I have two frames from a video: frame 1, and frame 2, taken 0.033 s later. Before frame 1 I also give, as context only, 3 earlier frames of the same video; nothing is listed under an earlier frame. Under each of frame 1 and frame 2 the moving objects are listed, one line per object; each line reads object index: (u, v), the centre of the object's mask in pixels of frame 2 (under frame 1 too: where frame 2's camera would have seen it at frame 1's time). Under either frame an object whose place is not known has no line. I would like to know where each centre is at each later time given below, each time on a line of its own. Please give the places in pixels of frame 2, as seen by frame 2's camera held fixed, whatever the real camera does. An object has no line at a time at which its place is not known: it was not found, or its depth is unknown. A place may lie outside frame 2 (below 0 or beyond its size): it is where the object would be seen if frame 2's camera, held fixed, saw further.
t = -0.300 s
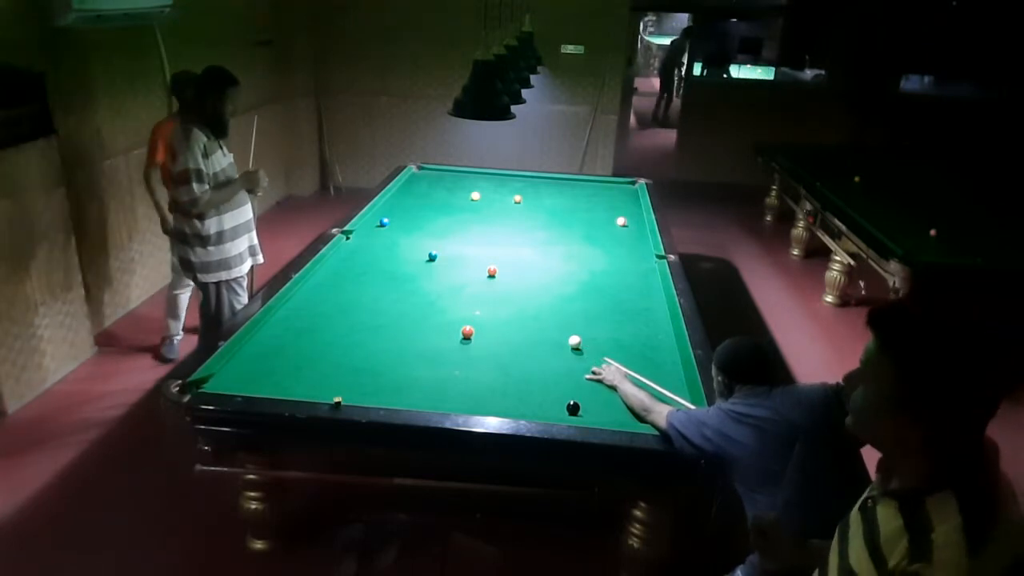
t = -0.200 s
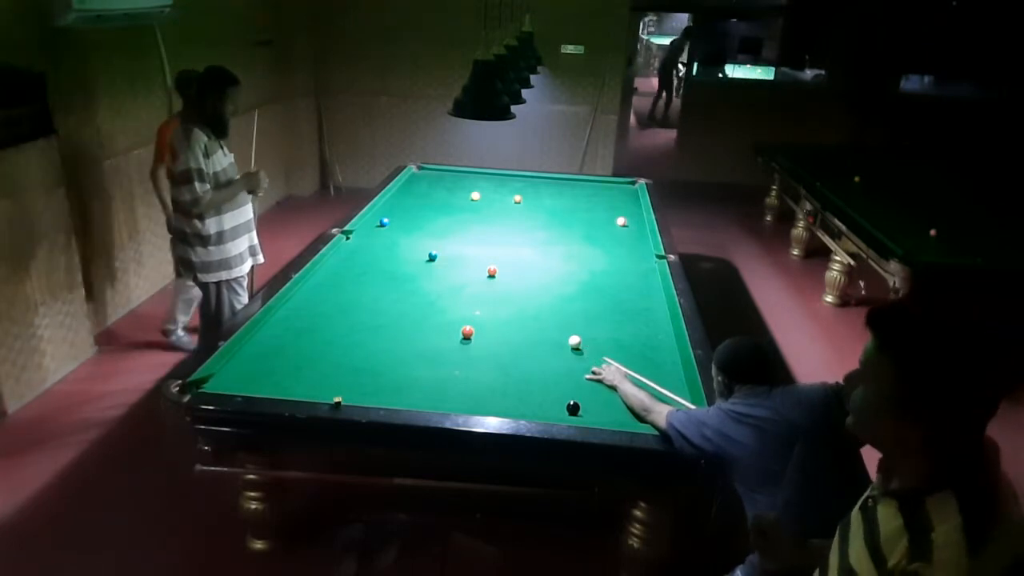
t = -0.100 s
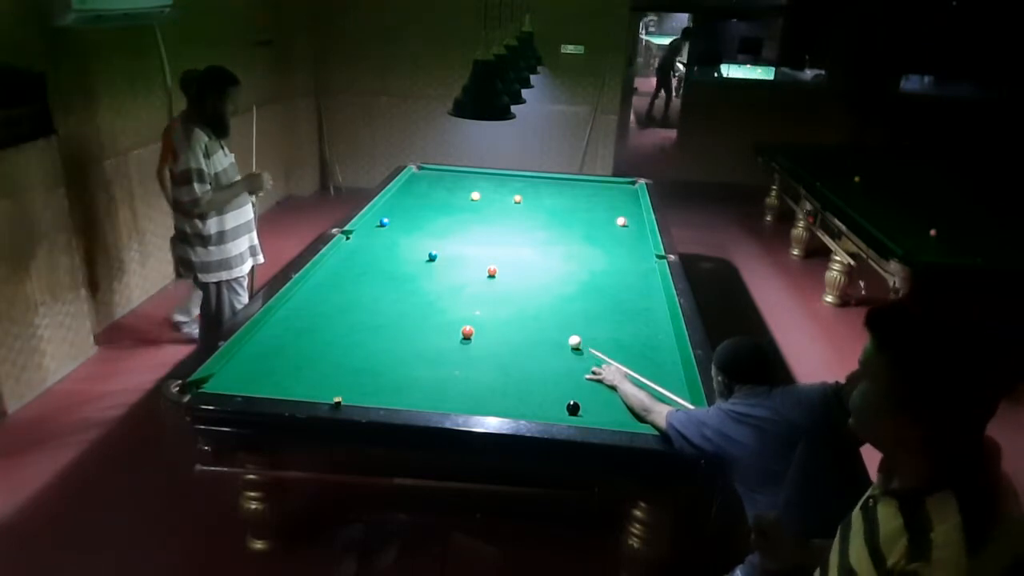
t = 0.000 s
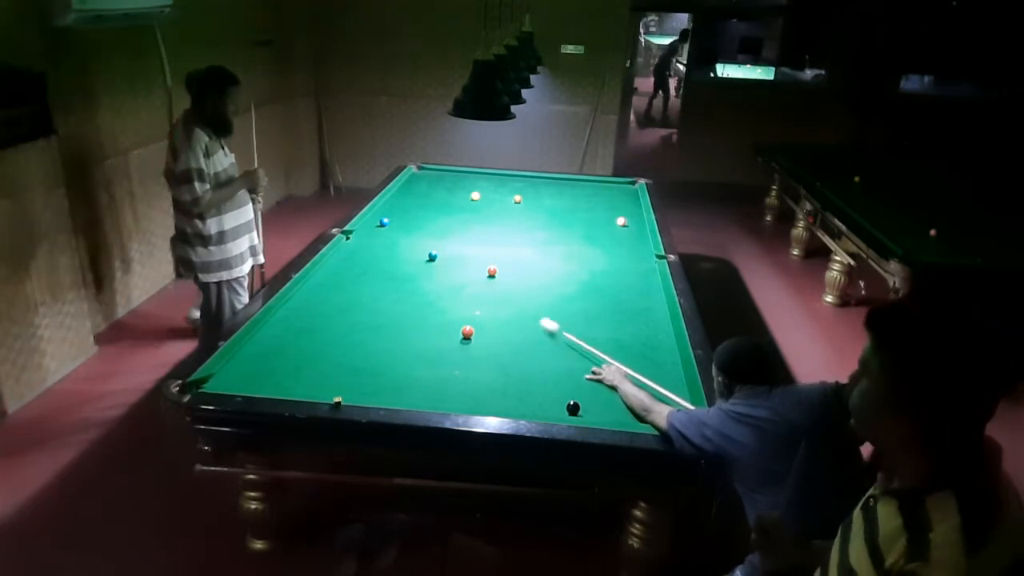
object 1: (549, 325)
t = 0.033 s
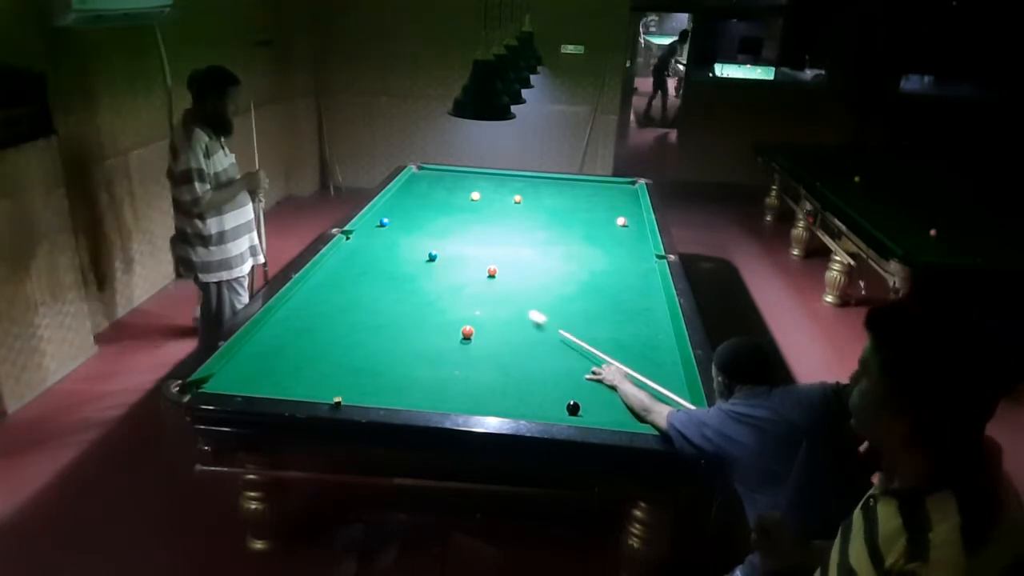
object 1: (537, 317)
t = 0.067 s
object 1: (526, 310)
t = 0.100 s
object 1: (515, 303)
